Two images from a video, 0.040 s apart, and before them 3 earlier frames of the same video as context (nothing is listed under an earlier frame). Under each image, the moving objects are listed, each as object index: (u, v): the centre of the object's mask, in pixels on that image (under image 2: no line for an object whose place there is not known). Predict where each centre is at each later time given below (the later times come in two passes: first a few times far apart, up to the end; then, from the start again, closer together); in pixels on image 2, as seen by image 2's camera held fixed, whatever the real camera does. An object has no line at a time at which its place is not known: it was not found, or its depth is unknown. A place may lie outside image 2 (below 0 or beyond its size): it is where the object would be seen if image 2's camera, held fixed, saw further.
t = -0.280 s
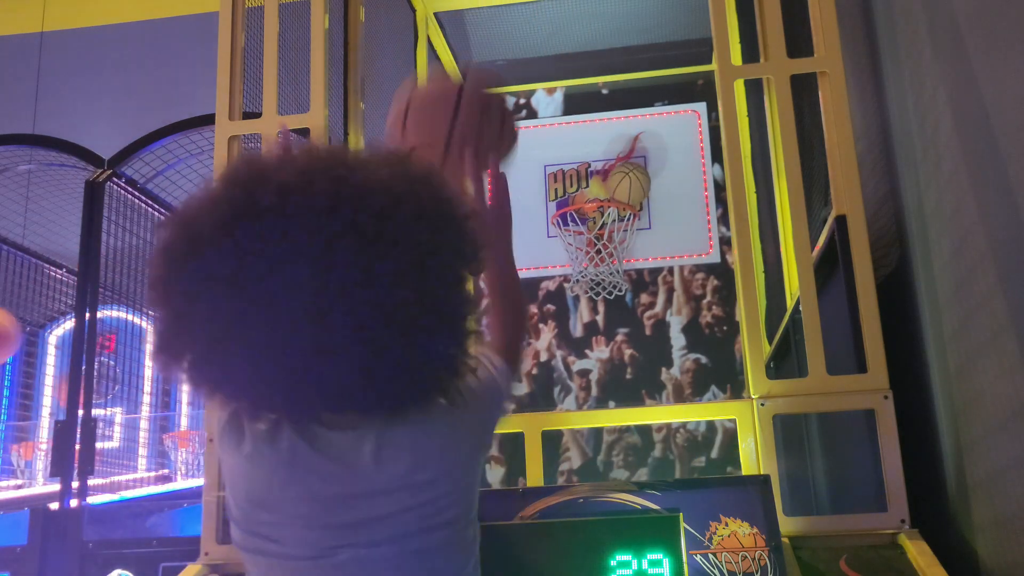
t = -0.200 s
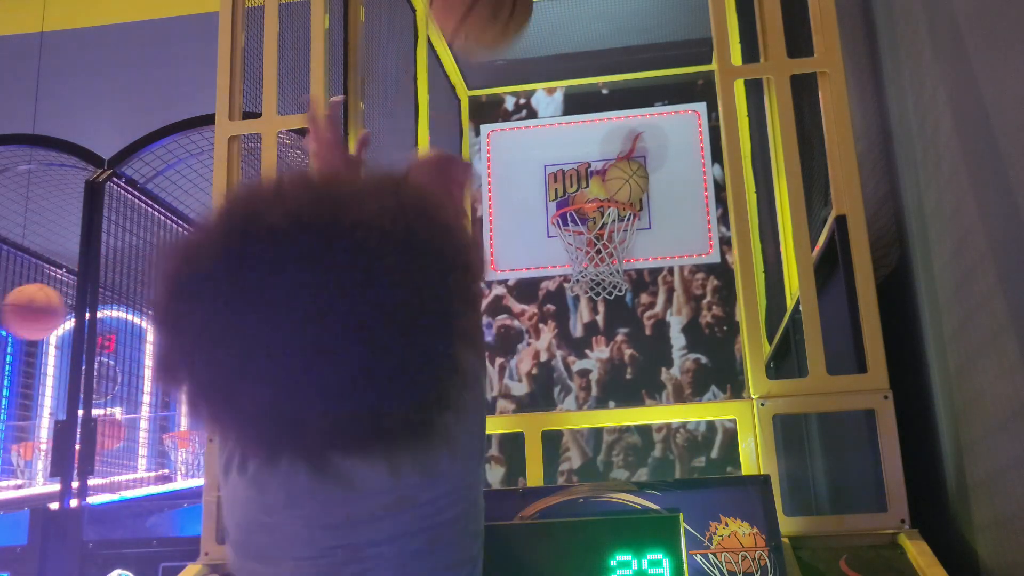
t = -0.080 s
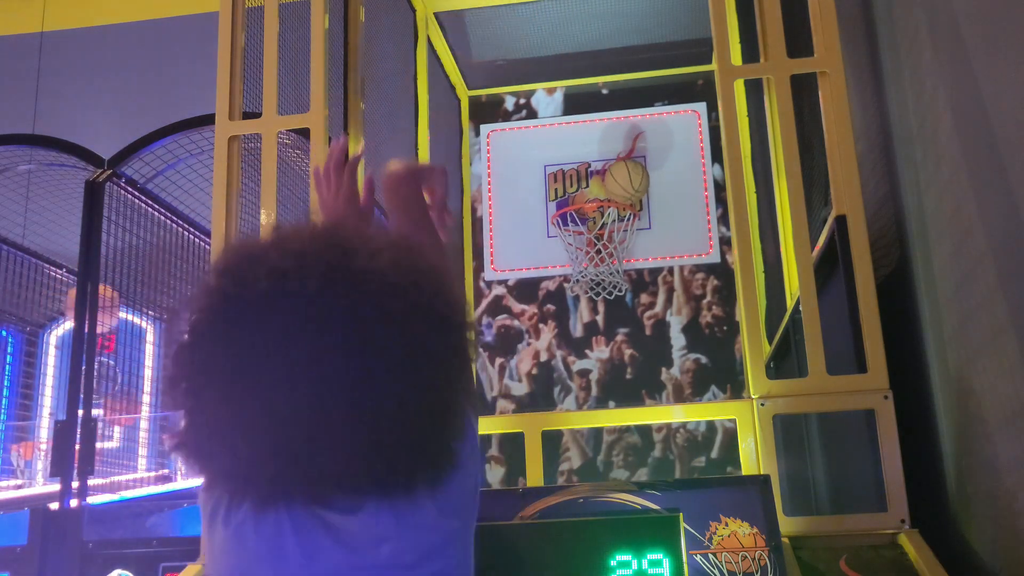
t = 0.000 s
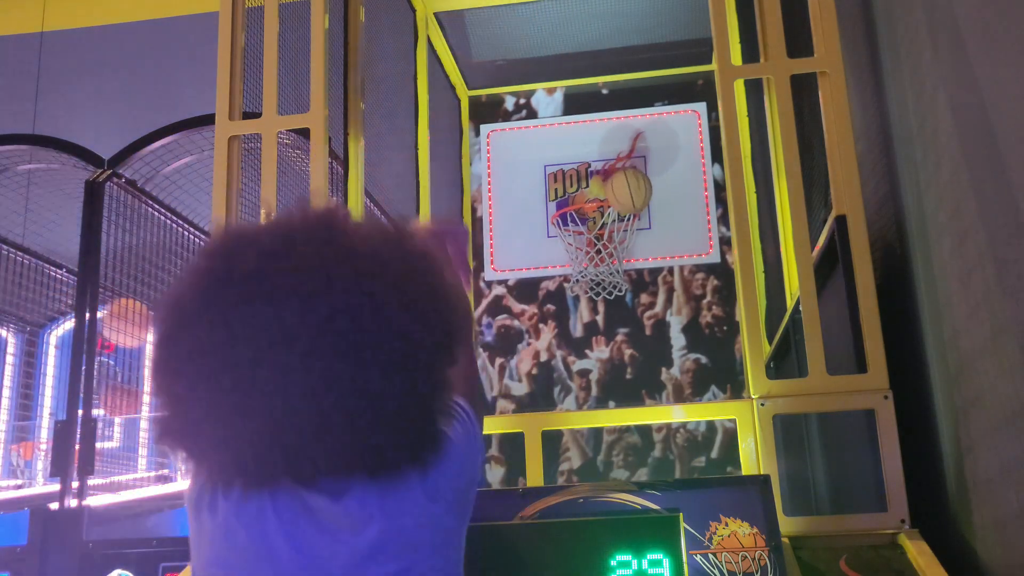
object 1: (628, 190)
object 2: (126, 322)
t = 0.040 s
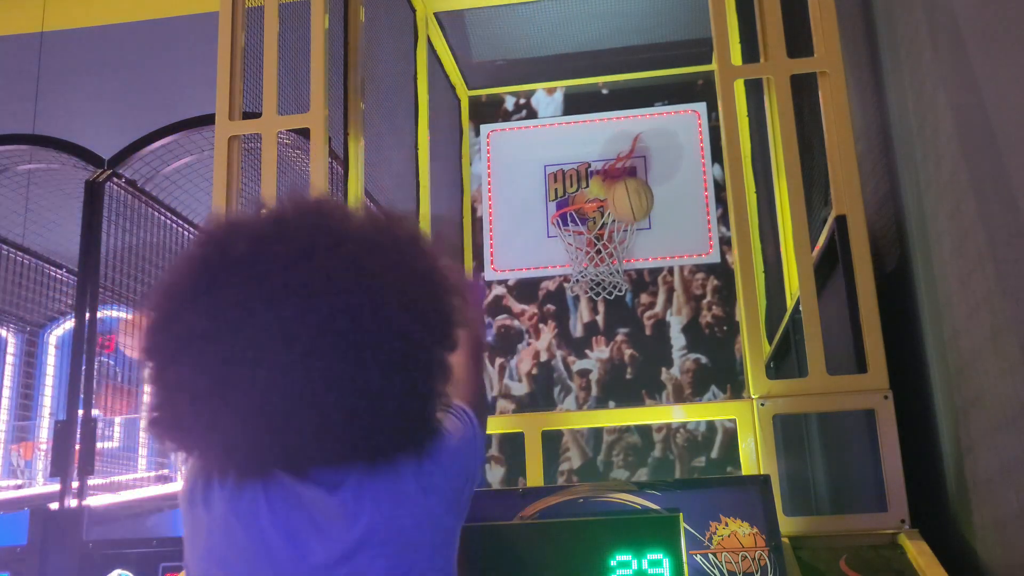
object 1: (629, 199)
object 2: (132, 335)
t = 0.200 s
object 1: (638, 275)
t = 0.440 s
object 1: (658, 459)
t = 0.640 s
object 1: (661, 467)
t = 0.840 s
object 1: (663, 452)
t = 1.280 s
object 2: (54, 275)
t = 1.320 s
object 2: (63, 275)
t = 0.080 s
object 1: (632, 213)
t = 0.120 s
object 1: (634, 230)
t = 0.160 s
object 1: (636, 250)
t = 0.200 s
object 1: (638, 275)
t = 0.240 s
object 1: (642, 303)
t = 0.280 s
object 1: (645, 337)
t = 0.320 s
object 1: (648, 373)
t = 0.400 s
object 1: (654, 433)
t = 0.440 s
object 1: (658, 459)
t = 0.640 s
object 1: (661, 467)
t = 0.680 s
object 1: (661, 461)
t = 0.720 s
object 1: (661, 455)
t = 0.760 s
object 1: (661, 453)
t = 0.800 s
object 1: (663, 451)
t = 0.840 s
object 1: (663, 452)
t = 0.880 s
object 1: (663, 456)
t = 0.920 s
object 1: (664, 462)
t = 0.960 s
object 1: (665, 469)
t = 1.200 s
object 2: (24, 289)
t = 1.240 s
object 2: (40, 280)
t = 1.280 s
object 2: (54, 275)
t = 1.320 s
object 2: (63, 275)
